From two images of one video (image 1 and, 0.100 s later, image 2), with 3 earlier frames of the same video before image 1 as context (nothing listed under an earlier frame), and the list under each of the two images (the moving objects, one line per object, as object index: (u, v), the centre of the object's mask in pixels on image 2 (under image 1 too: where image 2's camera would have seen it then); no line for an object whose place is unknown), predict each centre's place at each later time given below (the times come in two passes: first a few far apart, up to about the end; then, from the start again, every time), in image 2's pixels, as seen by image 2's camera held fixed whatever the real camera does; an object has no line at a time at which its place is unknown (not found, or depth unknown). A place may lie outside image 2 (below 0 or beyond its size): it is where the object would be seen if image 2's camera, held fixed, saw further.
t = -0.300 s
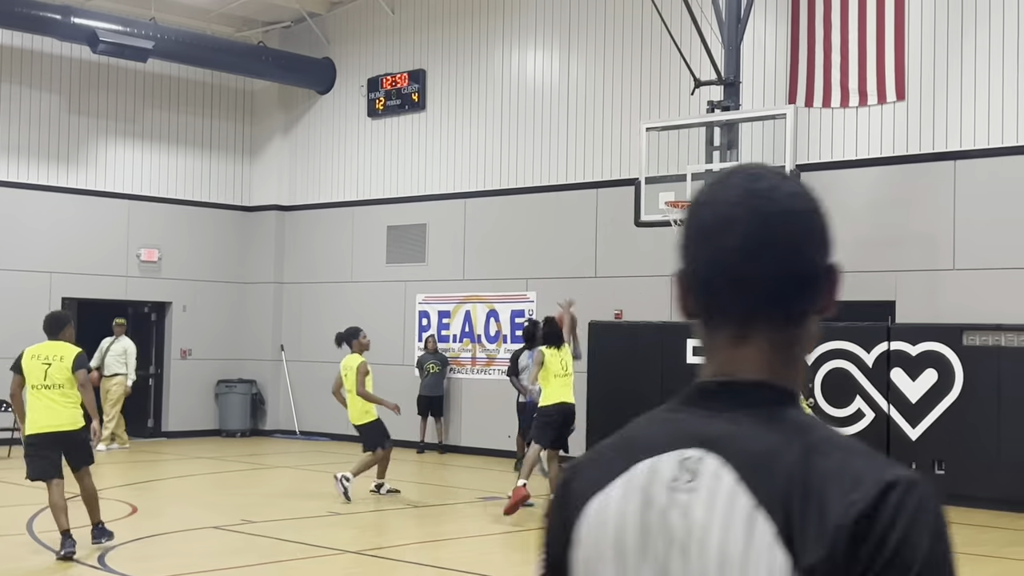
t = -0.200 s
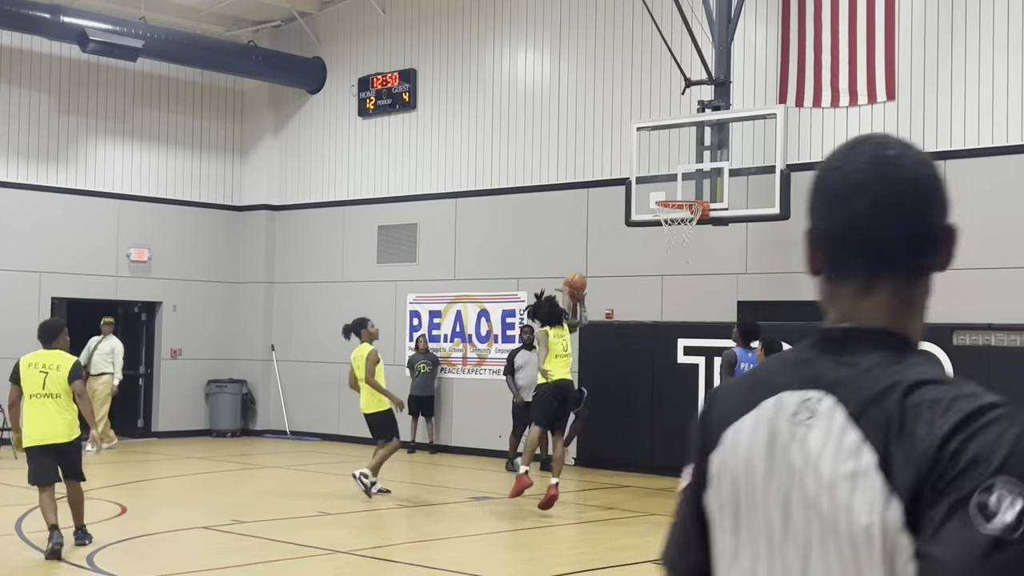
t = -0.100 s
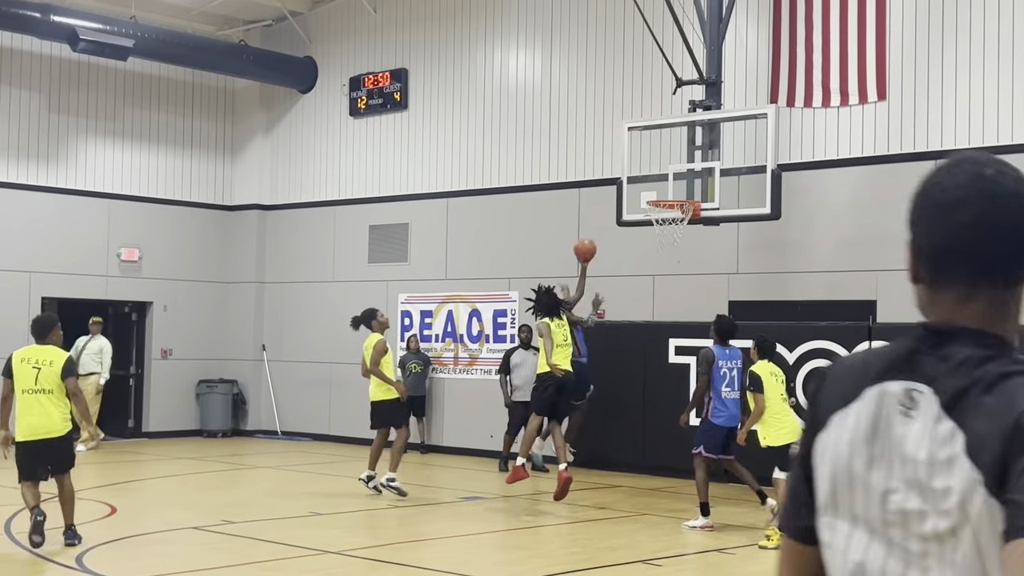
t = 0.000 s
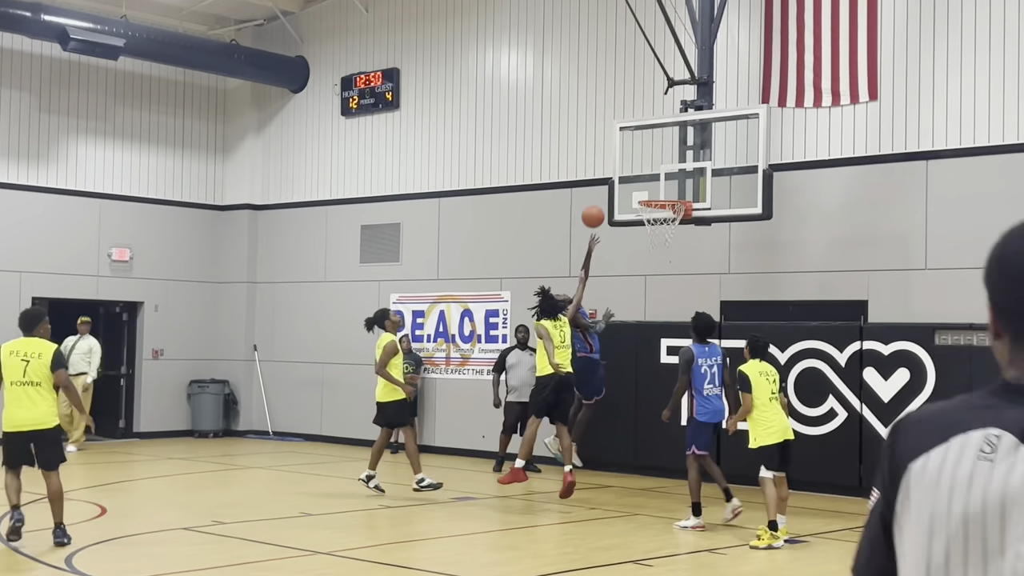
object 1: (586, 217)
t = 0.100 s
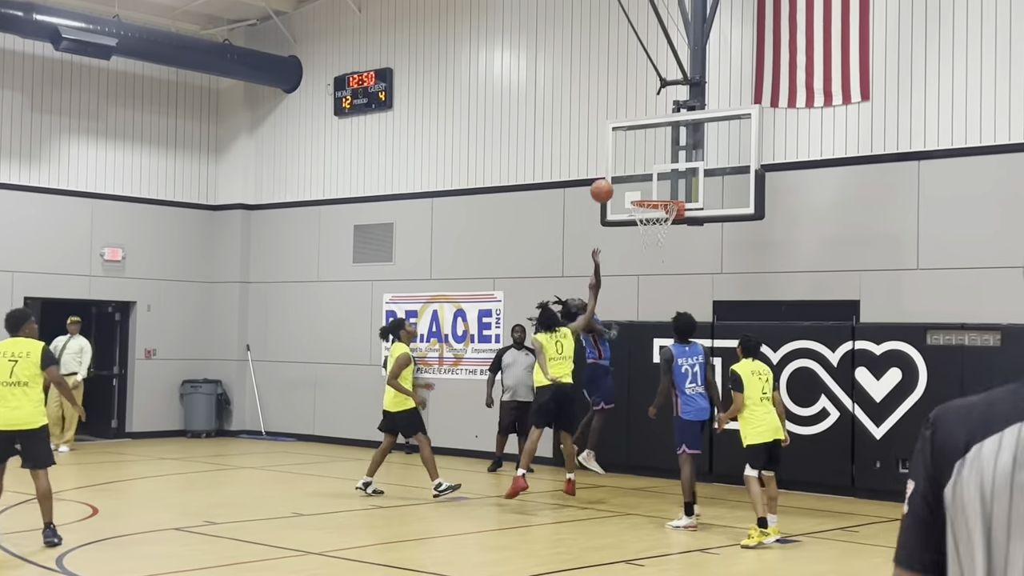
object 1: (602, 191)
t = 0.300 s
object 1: (634, 168)
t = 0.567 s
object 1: (673, 188)
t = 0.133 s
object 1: (607, 185)
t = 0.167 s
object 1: (612, 179)
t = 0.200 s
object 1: (617, 175)
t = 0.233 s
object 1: (623, 171)
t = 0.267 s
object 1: (628, 169)
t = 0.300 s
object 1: (634, 168)
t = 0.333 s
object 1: (639, 168)
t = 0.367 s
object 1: (644, 168)
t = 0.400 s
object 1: (650, 171)
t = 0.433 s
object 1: (655, 174)
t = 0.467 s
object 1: (660, 178)
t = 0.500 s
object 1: (666, 183)
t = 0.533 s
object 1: (671, 189)
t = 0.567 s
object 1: (673, 188)
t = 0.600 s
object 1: (673, 182)
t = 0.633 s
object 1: (673, 176)
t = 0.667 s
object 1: (672, 172)
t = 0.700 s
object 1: (671, 168)
